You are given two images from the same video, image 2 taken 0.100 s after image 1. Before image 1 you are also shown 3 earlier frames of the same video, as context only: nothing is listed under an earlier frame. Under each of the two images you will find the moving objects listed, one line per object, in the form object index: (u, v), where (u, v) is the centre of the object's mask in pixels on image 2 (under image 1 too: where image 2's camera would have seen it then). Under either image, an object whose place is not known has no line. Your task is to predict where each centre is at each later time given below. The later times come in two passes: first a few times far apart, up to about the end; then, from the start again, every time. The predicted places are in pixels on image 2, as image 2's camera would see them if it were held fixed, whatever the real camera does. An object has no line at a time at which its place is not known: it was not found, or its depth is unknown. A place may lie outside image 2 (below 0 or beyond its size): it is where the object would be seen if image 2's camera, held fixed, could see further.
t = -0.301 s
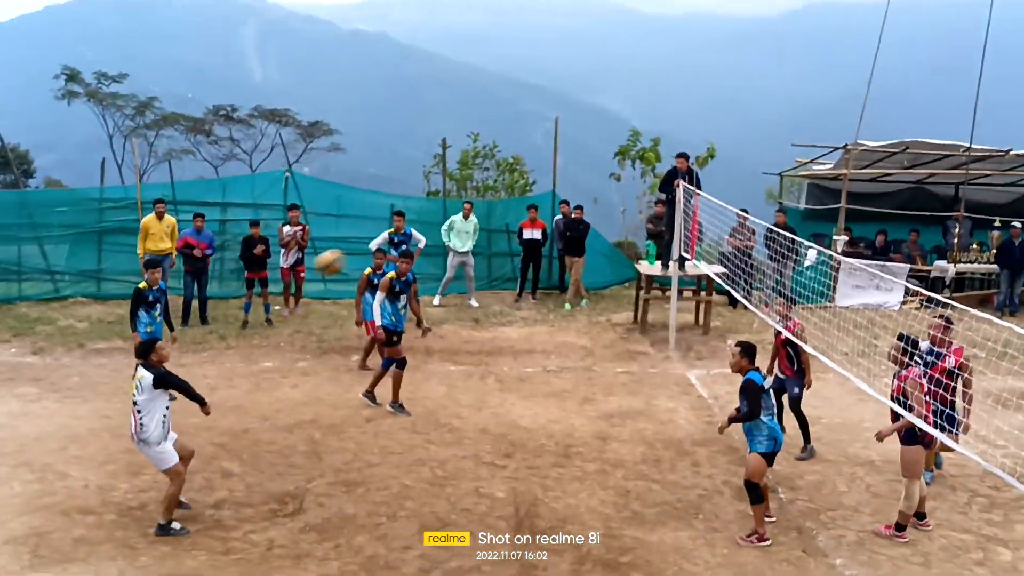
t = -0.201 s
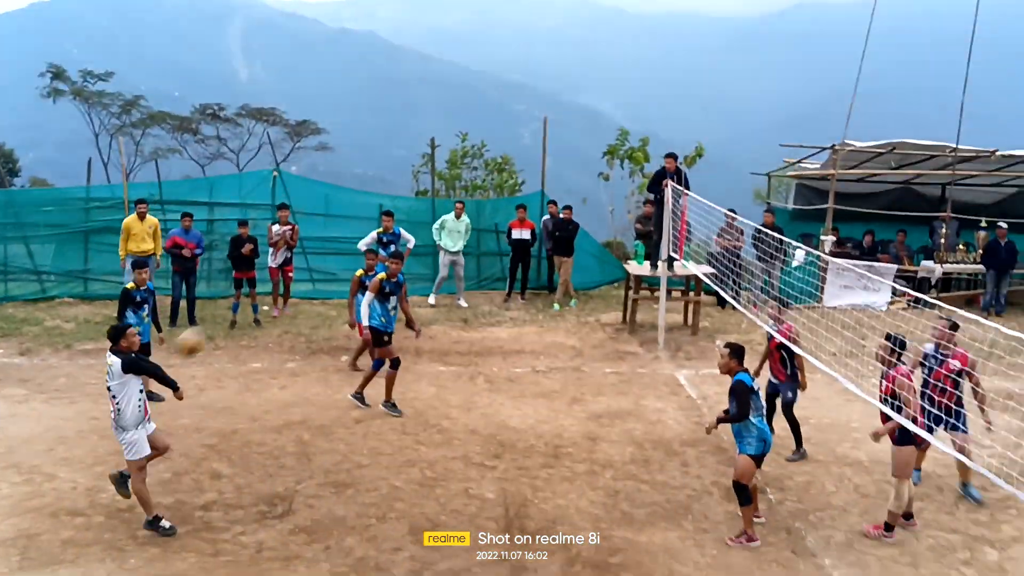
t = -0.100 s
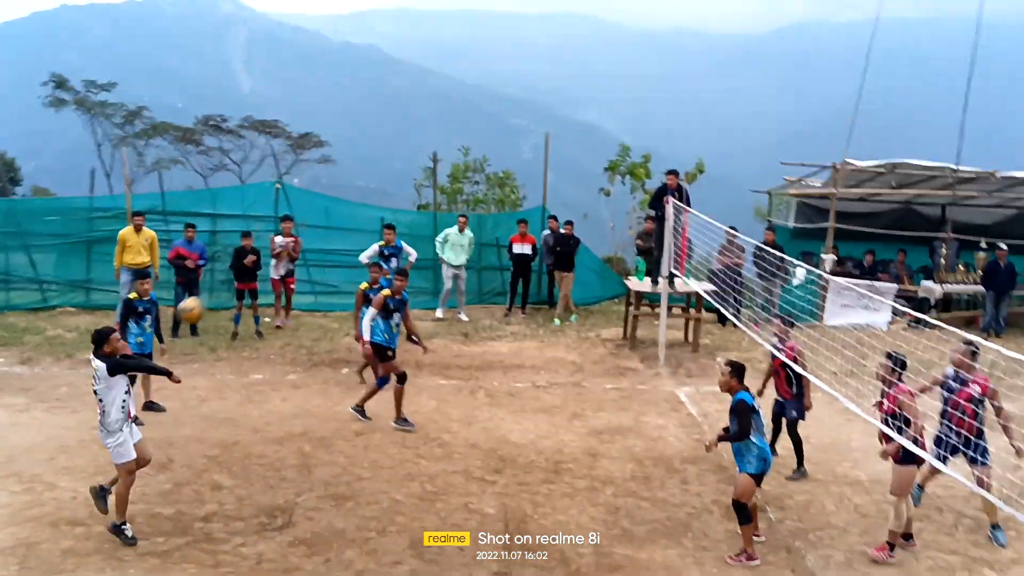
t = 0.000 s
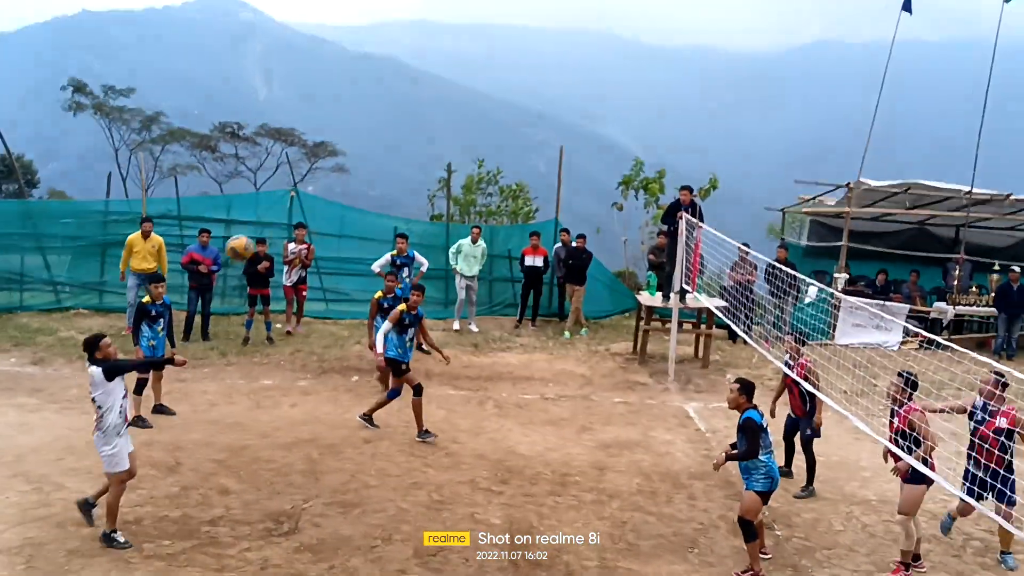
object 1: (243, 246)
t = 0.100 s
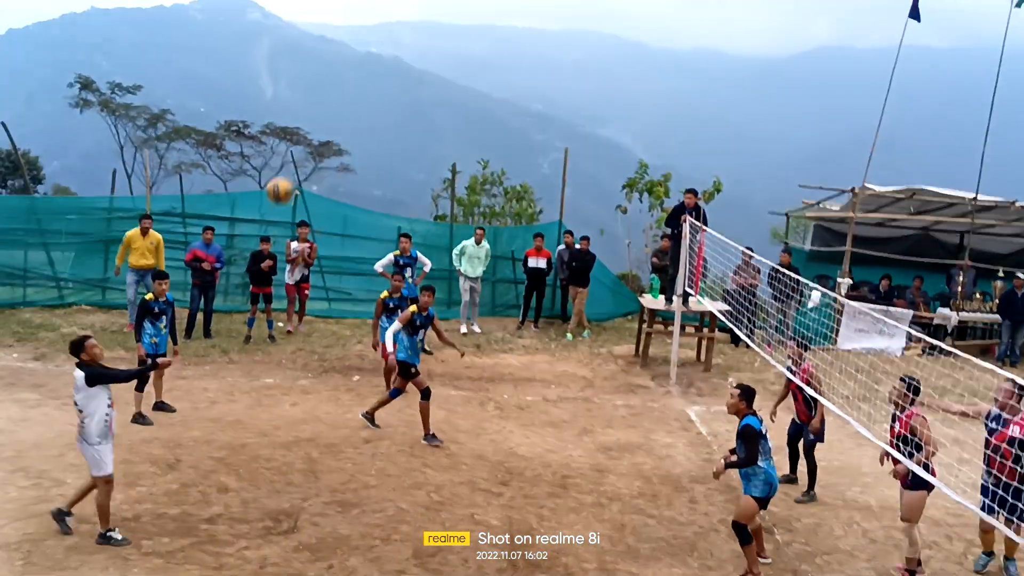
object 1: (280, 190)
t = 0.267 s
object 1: (343, 122)
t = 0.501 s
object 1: (430, 87)
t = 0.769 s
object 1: (527, 131)
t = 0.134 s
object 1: (292, 175)
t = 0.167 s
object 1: (305, 159)
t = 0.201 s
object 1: (318, 146)
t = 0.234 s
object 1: (330, 134)
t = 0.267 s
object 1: (343, 122)
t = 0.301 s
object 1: (355, 114)
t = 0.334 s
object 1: (368, 105)
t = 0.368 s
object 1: (380, 99)
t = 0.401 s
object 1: (393, 94)
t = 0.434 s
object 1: (405, 90)
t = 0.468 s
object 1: (418, 87)
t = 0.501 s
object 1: (430, 87)
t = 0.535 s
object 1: (443, 88)
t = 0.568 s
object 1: (455, 89)
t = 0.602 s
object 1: (468, 93)
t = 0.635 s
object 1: (480, 97)
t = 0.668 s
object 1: (492, 103)
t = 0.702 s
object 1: (504, 111)
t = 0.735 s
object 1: (516, 120)
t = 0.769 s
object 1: (527, 131)
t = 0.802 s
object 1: (539, 142)
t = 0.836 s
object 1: (549, 155)
